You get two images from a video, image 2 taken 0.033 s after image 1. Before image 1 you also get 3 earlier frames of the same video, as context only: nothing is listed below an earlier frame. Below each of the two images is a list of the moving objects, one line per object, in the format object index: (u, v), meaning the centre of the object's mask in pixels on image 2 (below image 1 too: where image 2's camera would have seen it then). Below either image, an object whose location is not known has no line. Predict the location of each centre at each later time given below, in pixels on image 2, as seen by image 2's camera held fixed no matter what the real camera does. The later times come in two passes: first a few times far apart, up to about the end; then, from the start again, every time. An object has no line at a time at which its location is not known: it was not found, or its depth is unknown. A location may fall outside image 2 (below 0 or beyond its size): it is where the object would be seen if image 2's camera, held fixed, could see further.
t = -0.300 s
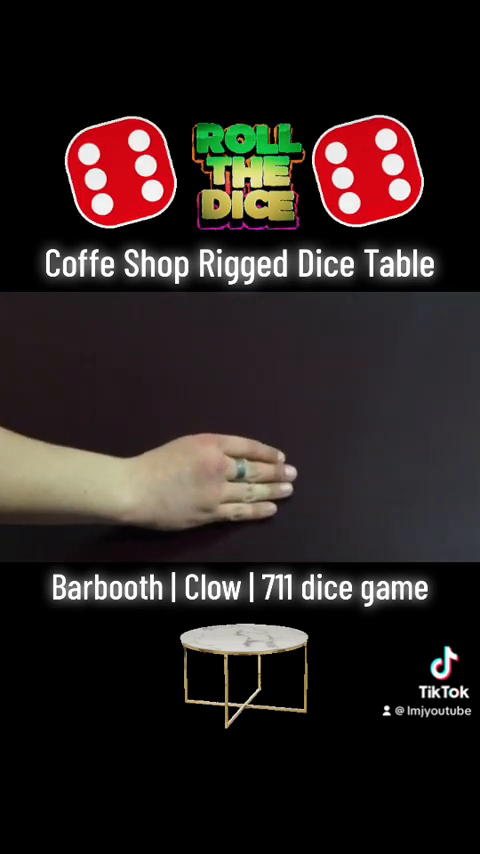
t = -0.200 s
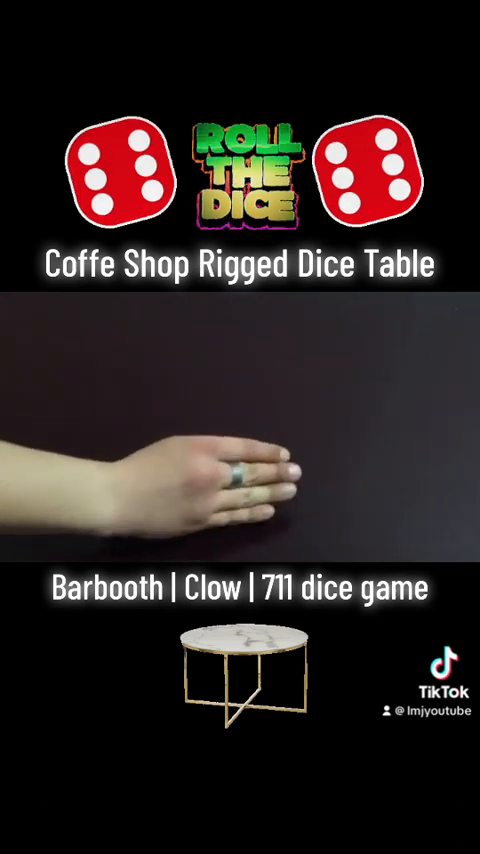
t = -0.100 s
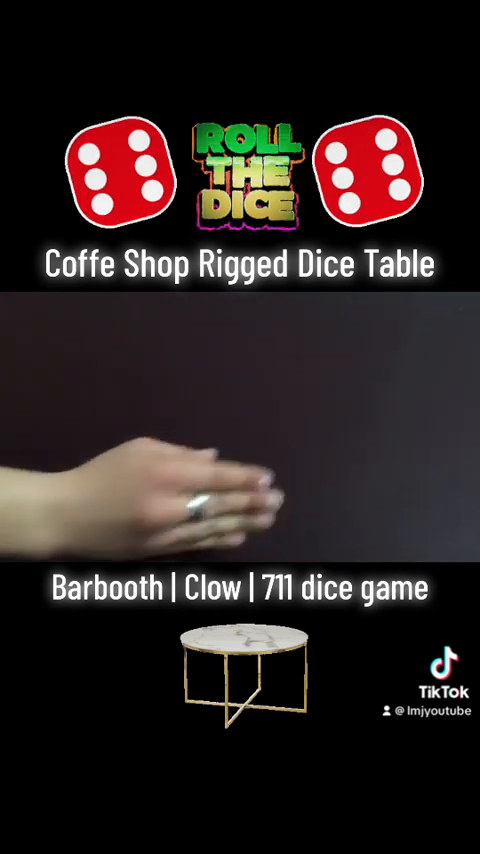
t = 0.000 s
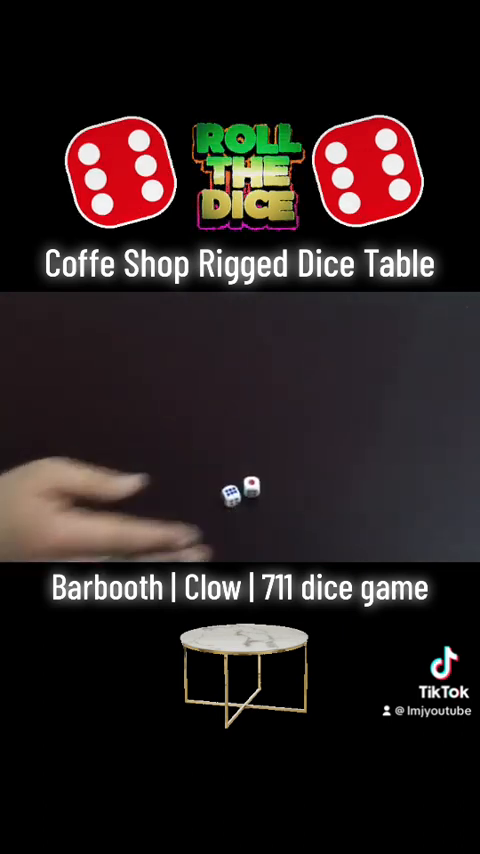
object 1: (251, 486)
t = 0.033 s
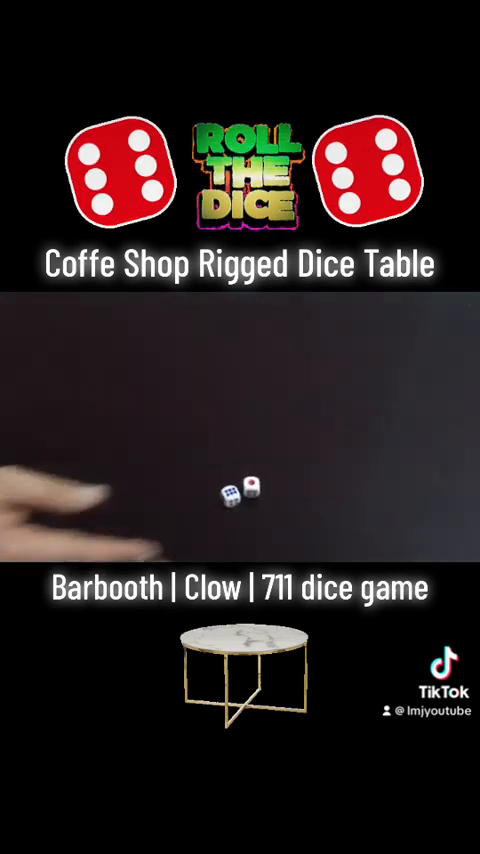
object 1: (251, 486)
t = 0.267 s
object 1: (258, 490)
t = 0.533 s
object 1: (260, 489)
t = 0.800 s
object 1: (249, 458)
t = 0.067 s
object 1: (252, 487)
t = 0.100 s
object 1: (253, 487)
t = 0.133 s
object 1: (254, 488)
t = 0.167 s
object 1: (255, 488)
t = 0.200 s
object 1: (256, 489)
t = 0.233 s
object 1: (257, 490)
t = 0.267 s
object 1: (258, 490)
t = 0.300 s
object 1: (259, 490)
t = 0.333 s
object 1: (260, 491)
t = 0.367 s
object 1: (261, 490)
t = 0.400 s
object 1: (261, 490)
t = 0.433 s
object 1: (262, 490)
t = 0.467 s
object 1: (262, 490)
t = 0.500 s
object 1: (262, 490)
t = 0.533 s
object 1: (260, 489)
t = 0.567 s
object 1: (258, 487)
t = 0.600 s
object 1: (255, 483)
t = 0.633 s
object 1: (253, 479)
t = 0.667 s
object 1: (251, 475)
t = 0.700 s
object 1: (250, 471)
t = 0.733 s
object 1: (249, 466)
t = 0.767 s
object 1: (249, 462)
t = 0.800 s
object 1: (249, 458)
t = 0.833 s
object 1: (249, 454)
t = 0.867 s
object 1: (250, 451)
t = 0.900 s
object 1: (250, 449)
